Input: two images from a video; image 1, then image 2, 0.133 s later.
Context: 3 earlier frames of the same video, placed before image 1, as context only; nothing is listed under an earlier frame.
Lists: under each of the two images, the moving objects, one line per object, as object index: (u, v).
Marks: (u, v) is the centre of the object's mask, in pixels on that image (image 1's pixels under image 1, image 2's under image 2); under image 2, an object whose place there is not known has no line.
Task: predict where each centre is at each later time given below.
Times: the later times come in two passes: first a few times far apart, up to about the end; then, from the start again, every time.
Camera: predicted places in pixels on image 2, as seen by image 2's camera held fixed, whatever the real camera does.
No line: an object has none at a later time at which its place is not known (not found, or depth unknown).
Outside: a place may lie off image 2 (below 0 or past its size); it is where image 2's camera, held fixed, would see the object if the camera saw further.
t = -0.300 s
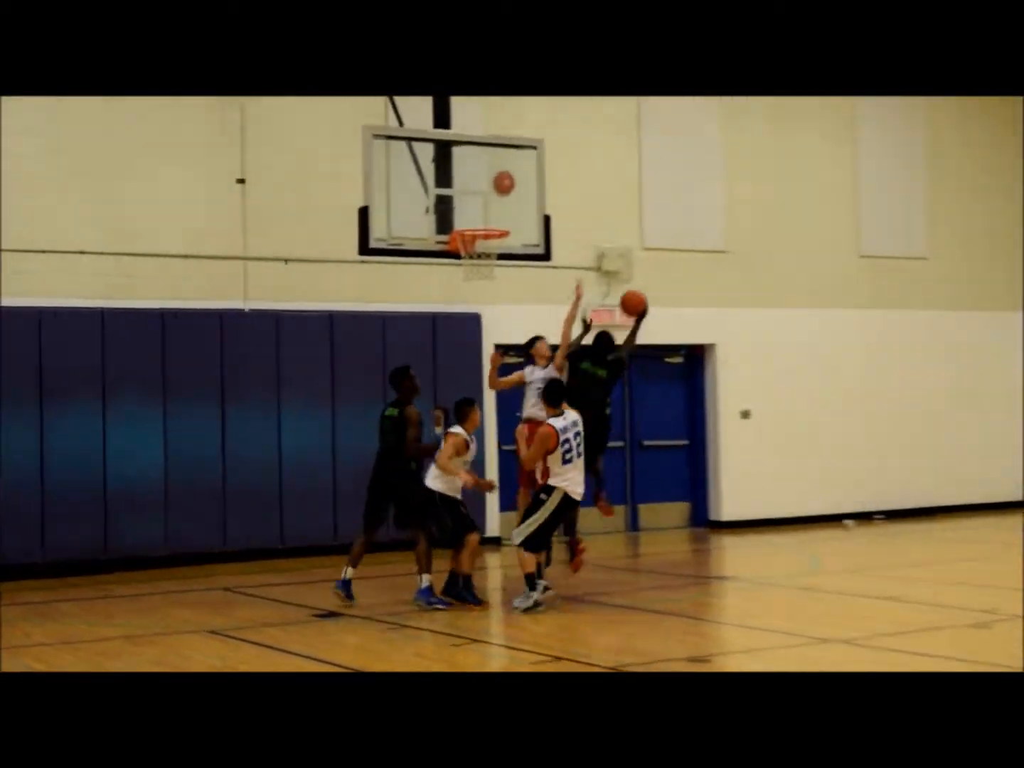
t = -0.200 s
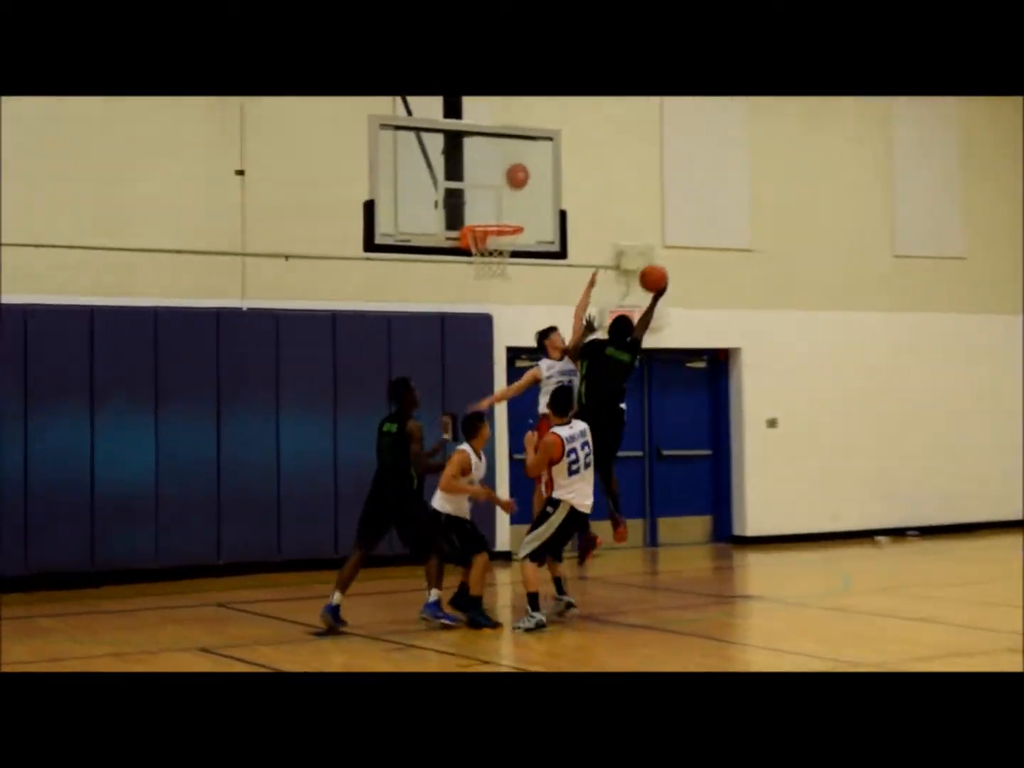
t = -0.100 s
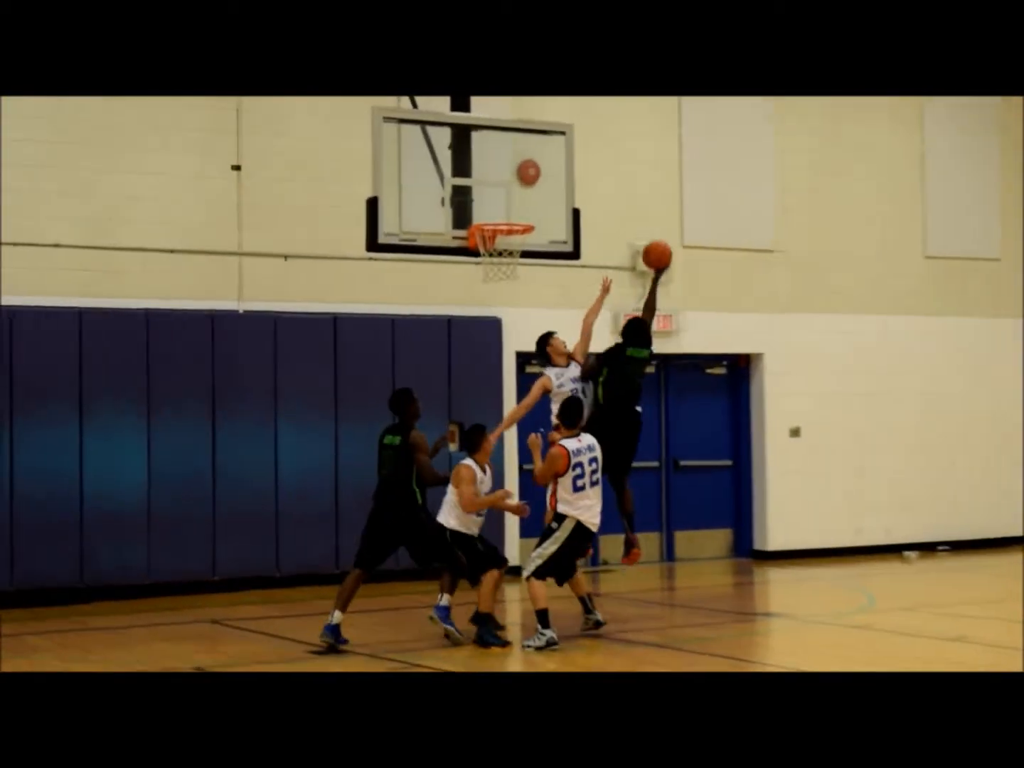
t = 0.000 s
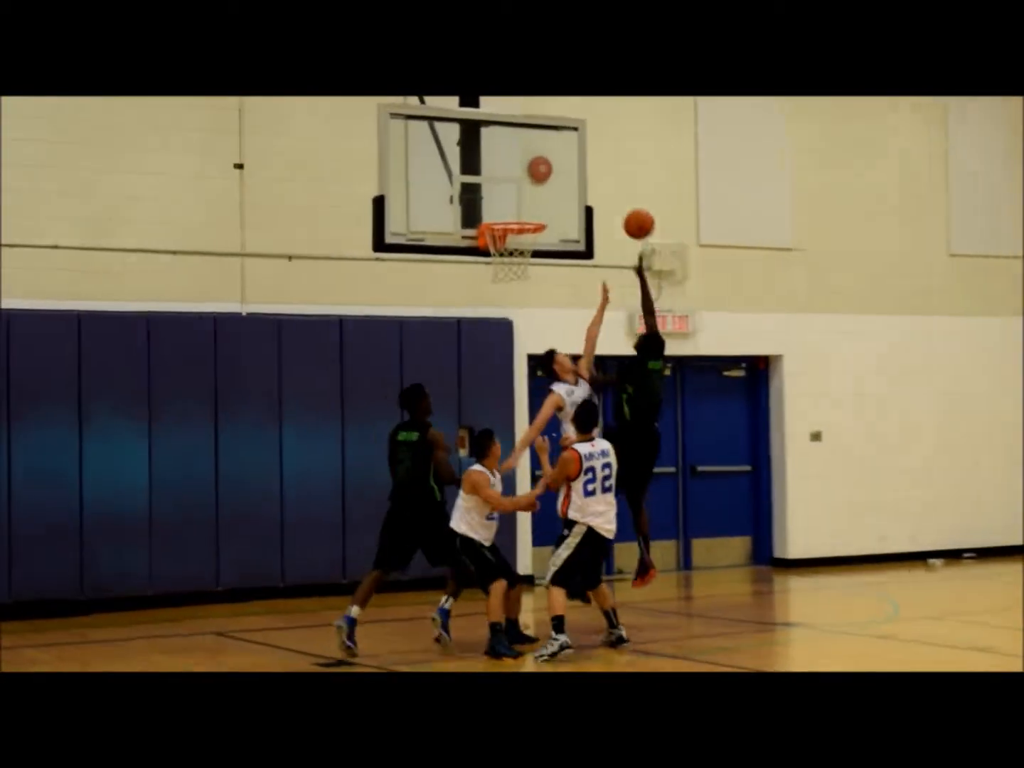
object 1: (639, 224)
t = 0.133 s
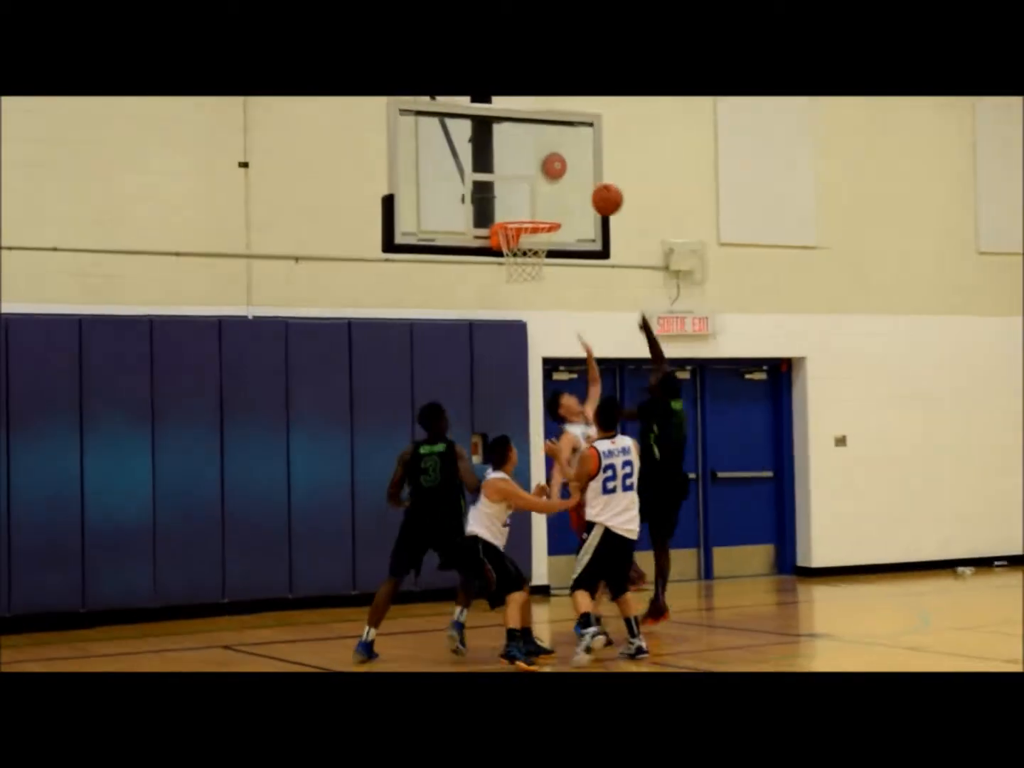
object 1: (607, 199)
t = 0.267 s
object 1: (559, 199)
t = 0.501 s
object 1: (540, 197)
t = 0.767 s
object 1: (541, 211)
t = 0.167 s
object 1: (595, 198)
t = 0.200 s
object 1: (582, 197)
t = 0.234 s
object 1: (571, 197)
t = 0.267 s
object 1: (559, 199)
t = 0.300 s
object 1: (547, 203)
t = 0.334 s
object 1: (543, 205)
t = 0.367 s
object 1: (541, 207)
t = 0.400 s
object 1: (539, 209)
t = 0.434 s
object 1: (539, 205)
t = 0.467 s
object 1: (539, 200)
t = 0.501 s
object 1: (540, 197)
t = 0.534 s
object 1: (540, 195)
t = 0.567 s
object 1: (541, 195)
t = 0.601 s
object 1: (542, 195)
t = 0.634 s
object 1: (543, 198)
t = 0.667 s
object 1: (544, 202)
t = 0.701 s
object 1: (545, 207)
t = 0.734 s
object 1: (546, 211)
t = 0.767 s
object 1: (541, 211)
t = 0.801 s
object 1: (536, 213)
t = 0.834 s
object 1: (532, 214)
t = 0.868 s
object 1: (528, 225)
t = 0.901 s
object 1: (524, 232)
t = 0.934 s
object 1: (519, 239)
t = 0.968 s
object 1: (513, 247)
